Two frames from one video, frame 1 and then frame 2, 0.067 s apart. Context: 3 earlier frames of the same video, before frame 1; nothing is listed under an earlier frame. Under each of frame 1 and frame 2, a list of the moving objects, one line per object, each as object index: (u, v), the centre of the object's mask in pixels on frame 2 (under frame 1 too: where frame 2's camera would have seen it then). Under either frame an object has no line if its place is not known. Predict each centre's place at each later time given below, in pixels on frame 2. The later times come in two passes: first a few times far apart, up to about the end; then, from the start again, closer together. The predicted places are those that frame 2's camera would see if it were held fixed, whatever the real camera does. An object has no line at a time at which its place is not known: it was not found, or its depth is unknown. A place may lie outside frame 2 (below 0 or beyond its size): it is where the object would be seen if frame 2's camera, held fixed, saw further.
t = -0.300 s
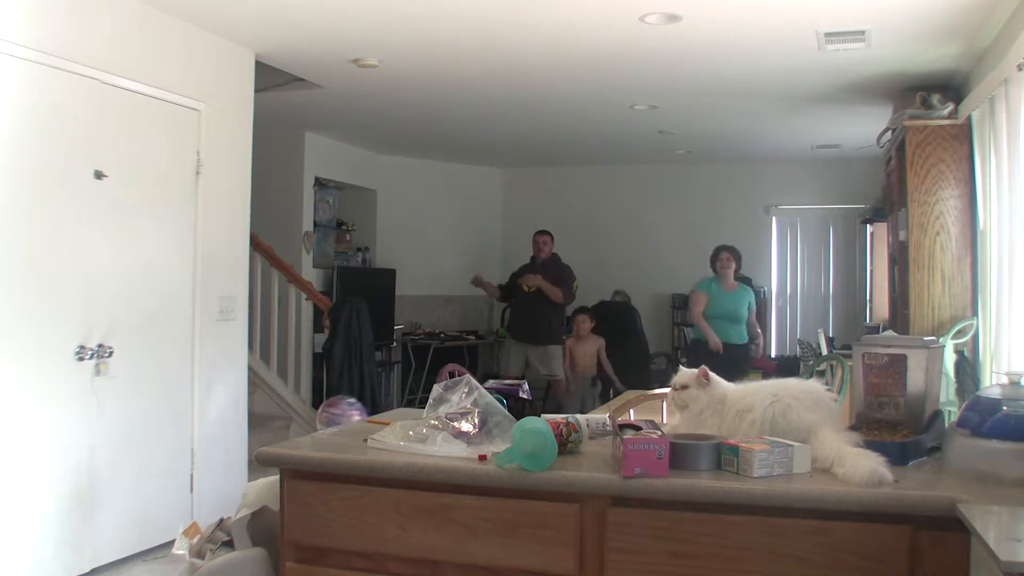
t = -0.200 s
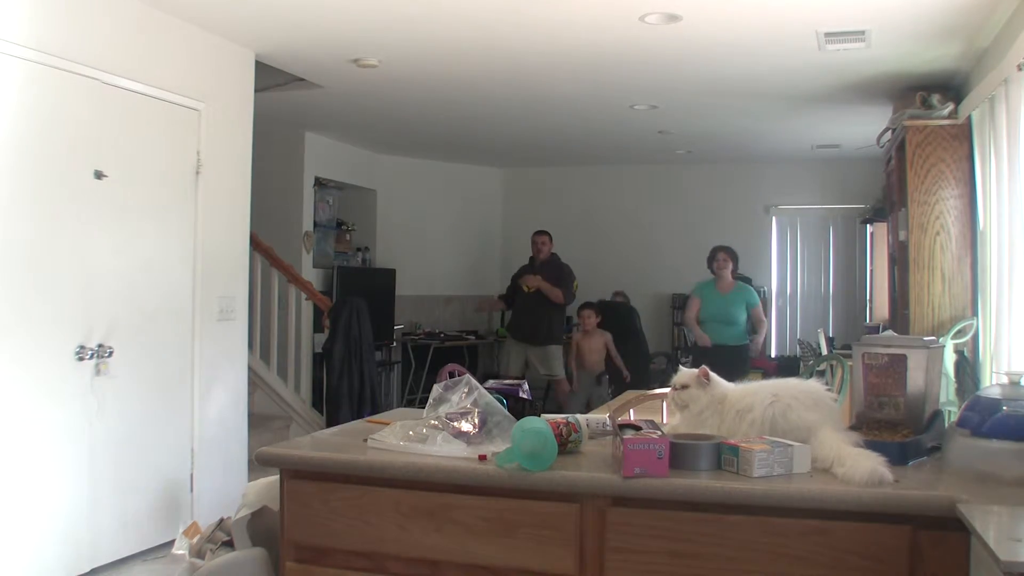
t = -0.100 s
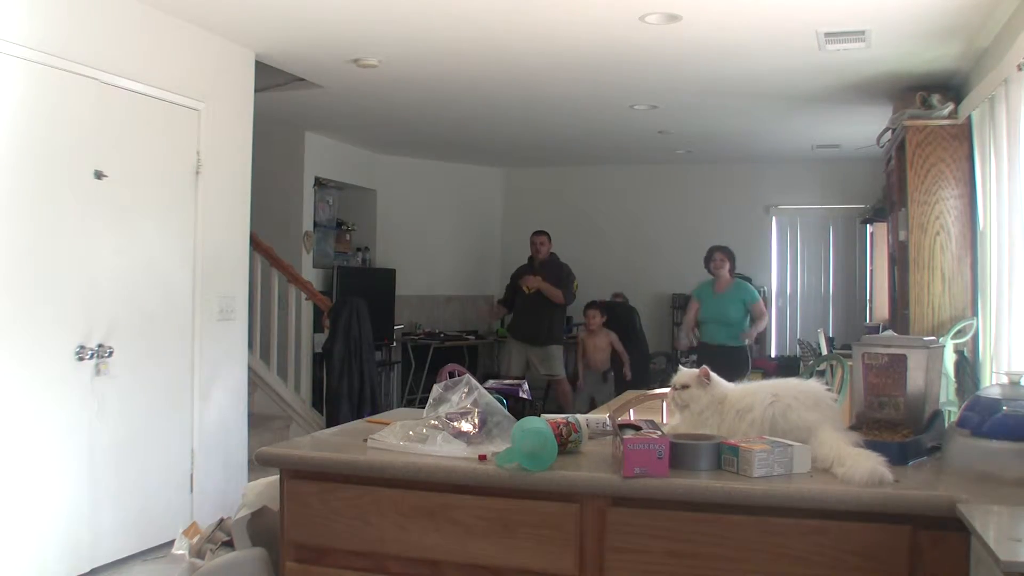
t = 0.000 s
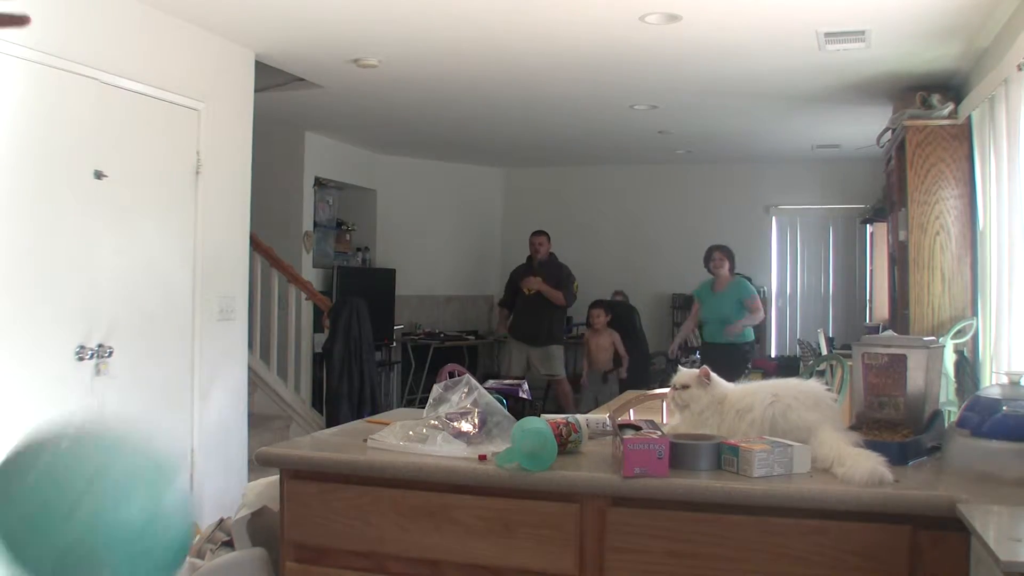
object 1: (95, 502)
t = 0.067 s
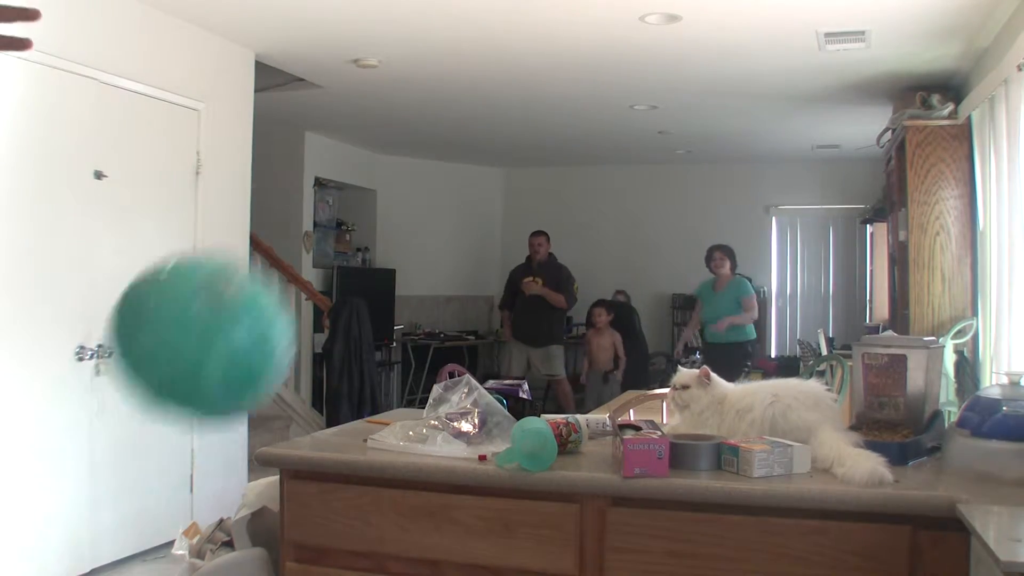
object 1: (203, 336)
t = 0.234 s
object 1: (402, 149)
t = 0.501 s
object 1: (566, 226)
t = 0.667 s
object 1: (624, 378)
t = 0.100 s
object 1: (254, 271)
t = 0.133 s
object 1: (298, 224)
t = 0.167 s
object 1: (334, 189)
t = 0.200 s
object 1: (371, 164)
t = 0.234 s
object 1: (402, 149)
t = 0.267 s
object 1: (429, 141)
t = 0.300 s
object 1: (454, 137)
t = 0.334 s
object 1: (477, 139)
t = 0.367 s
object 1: (499, 147)
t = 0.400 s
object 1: (519, 160)
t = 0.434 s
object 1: (536, 179)
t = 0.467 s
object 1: (552, 202)
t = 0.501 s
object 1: (566, 226)
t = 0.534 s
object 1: (579, 253)
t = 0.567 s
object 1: (591, 281)
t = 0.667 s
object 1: (624, 378)
